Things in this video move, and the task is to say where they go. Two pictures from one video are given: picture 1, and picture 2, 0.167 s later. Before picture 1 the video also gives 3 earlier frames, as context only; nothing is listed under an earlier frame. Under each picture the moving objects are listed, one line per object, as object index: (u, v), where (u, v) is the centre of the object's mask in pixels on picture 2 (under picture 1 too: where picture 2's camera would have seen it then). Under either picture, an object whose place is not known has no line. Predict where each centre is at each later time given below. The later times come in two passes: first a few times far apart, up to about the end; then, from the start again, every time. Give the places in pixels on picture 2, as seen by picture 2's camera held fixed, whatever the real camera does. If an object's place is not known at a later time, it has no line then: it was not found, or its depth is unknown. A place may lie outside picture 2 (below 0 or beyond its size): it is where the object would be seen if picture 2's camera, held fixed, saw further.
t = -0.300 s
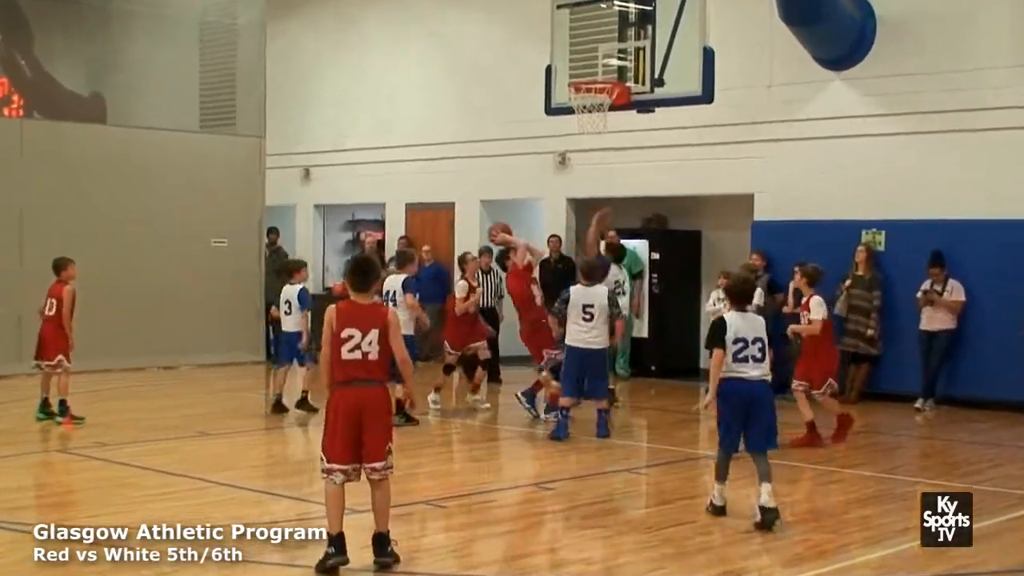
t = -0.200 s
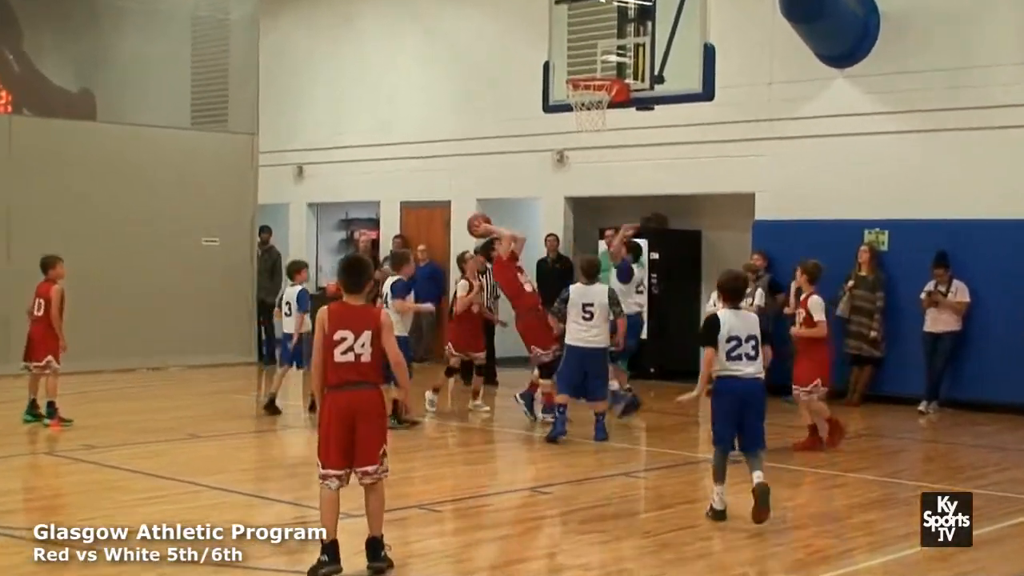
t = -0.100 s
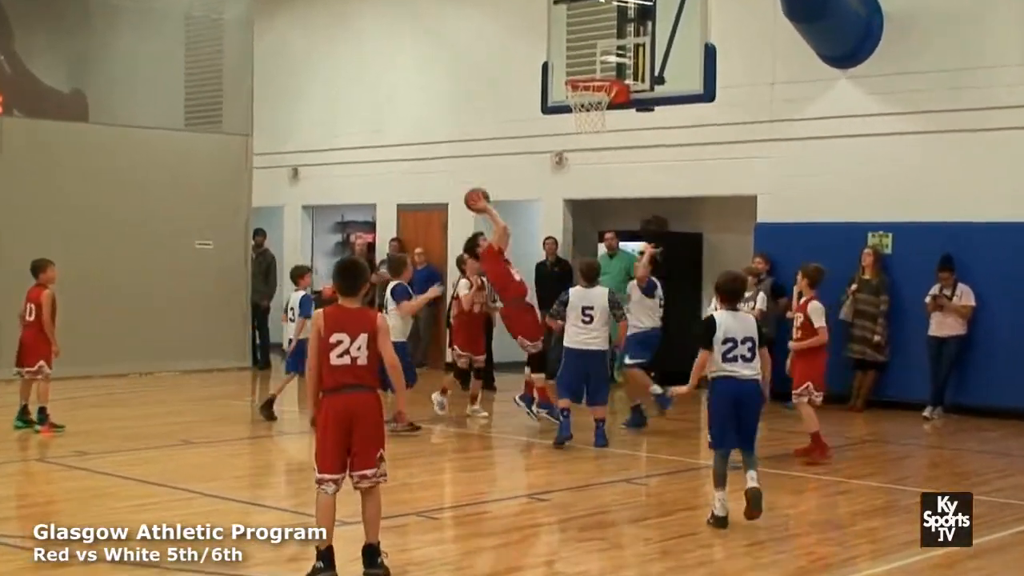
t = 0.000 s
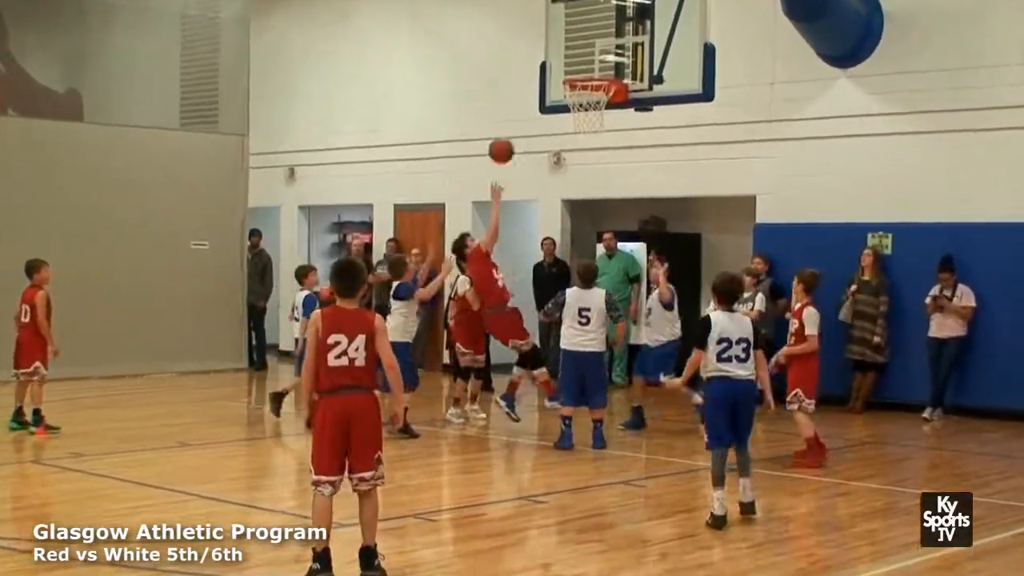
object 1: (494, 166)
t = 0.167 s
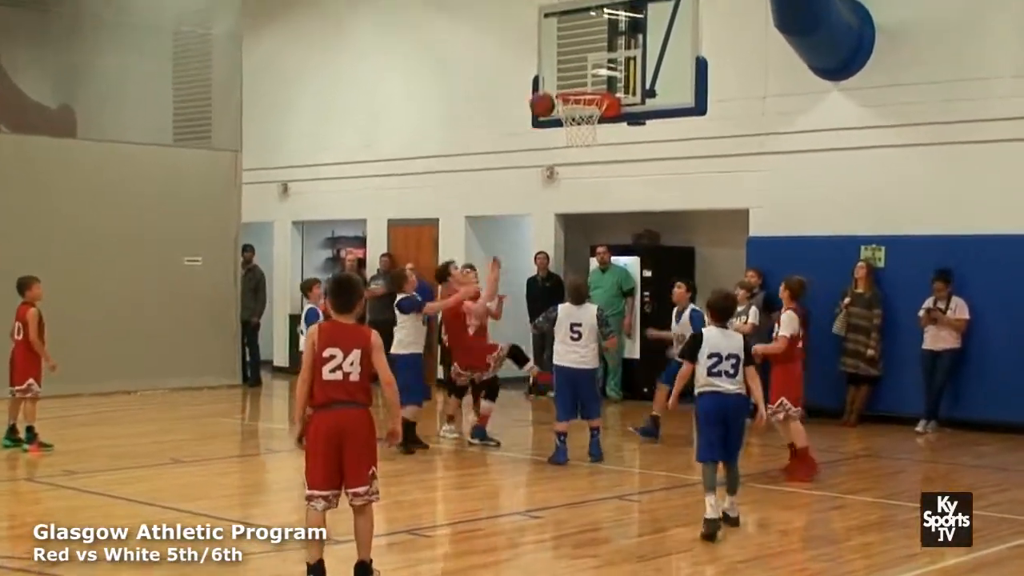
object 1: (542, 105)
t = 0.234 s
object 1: (560, 86)
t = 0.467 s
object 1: (573, 78)
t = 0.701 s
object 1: (587, 126)
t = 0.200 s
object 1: (550, 96)
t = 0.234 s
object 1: (560, 86)
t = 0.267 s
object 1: (571, 82)
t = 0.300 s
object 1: (572, 79)
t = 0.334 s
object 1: (572, 77)
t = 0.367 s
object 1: (572, 76)
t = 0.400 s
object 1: (572, 76)
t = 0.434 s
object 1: (572, 76)
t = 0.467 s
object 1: (573, 78)
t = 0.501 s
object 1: (573, 80)
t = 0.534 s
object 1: (573, 84)
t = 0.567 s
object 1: (573, 87)
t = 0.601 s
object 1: (574, 98)
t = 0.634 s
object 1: (579, 106)
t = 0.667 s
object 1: (584, 114)
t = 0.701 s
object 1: (587, 126)
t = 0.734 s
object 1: (590, 135)
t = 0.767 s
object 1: (593, 146)
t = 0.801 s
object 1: (596, 158)
